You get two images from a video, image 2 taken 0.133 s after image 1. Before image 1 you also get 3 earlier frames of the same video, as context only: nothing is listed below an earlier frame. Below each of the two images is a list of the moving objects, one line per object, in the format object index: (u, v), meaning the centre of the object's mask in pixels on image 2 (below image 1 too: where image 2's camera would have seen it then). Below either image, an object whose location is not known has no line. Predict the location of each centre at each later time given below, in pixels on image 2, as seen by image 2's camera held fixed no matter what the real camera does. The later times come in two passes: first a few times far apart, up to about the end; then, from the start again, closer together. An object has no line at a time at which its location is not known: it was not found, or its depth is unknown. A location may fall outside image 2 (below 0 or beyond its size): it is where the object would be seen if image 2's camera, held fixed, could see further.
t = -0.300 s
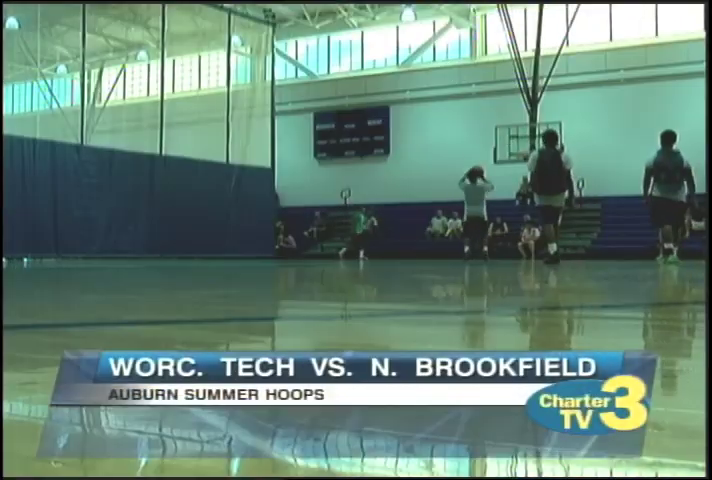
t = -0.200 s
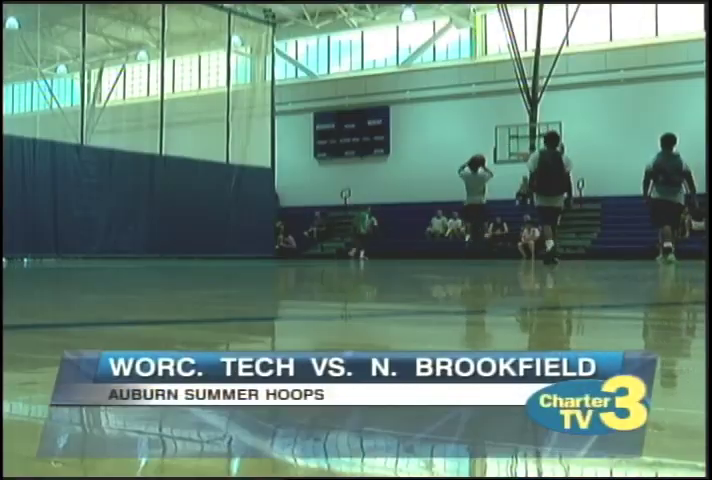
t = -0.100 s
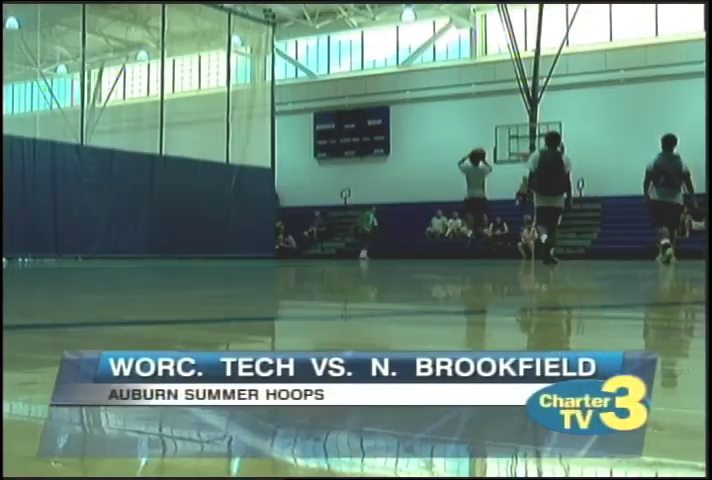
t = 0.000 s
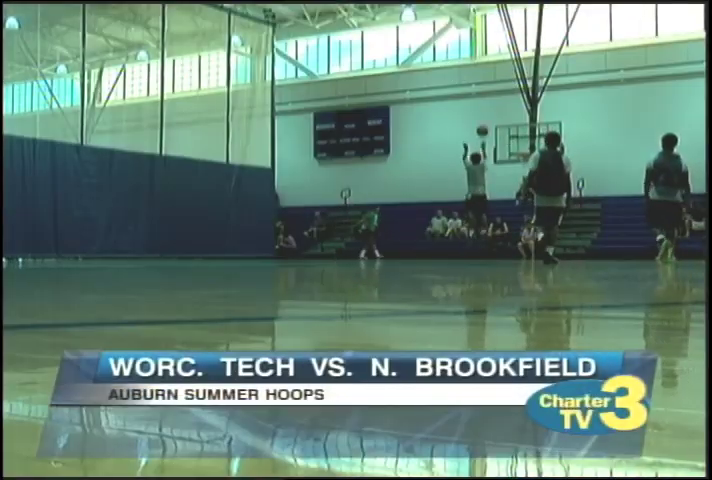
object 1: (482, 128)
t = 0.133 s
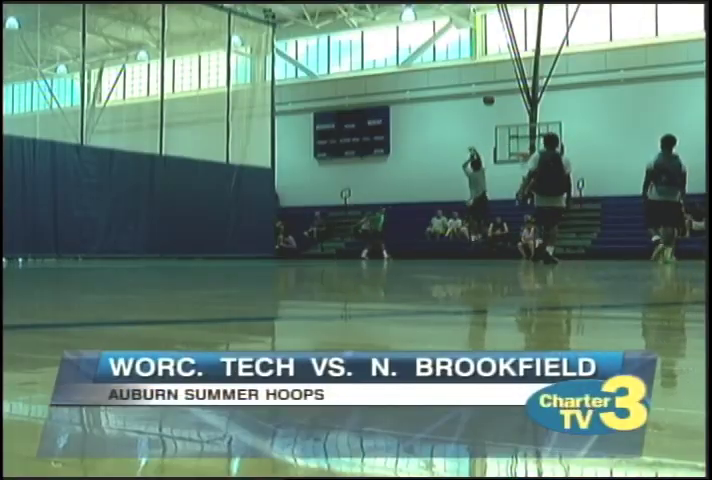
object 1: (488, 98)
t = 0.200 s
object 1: (491, 84)
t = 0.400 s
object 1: (499, 63)
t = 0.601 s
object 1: (508, 61)
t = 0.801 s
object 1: (515, 73)
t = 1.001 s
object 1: (520, 99)
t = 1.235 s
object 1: (527, 142)
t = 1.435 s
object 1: (519, 135)
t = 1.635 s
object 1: (502, 125)
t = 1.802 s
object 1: (487, 128)
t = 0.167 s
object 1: (490, 91)
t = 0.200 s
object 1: (491, 84)
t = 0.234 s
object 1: (493, 77)
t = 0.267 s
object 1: (494, 73)
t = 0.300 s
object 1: (495, 70)
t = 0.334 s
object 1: (497, 68)
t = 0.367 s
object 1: (498, 66)
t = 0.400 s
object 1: (499, 63)
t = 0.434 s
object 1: (501, 62)
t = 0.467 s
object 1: (502, 61)
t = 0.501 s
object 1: (503, 61)
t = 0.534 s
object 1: (505, 61)
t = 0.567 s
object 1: (506, 61)
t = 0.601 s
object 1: (508, 61)
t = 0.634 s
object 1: (508, 61)
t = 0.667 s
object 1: (509, 63)
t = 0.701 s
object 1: (511, 65)
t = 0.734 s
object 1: (512, 67)
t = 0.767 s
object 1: (513, 70)
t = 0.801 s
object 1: (515, 73)
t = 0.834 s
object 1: (516, 76)
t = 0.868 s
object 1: (517, 81)
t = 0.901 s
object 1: (518, 84)
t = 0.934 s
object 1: (518, 89)
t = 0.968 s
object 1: (519, 93)
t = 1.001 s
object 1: (520, 99)
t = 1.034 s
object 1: (522, 104)
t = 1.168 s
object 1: (526, 129)
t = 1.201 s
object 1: (527, 135)
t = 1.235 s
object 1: (527, 142)
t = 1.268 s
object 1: (528, 148)
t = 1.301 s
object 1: (528, 147)
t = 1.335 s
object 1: (527, 144)
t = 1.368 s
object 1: (524, 140)
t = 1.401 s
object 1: (522, 138)
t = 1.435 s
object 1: (519, 135)
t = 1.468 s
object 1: (516, 133)
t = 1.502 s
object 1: (513, 132)
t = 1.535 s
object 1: (510, 130)
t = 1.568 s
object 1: (507, 128)
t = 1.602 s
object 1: (505, 127)
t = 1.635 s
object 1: (502, 125)
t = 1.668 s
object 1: (499, 126)
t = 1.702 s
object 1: (496, 126)
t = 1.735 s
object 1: (493, 127)
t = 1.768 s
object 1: (490, 127)
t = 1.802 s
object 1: (487, 128)
